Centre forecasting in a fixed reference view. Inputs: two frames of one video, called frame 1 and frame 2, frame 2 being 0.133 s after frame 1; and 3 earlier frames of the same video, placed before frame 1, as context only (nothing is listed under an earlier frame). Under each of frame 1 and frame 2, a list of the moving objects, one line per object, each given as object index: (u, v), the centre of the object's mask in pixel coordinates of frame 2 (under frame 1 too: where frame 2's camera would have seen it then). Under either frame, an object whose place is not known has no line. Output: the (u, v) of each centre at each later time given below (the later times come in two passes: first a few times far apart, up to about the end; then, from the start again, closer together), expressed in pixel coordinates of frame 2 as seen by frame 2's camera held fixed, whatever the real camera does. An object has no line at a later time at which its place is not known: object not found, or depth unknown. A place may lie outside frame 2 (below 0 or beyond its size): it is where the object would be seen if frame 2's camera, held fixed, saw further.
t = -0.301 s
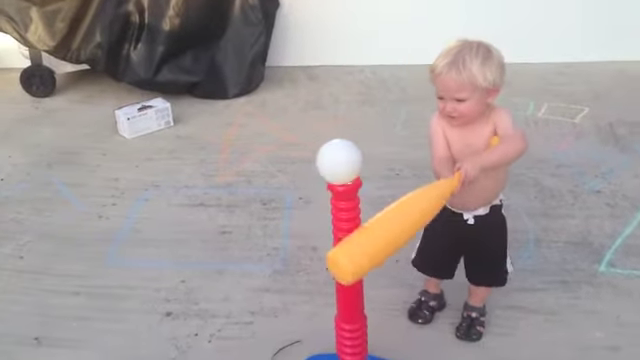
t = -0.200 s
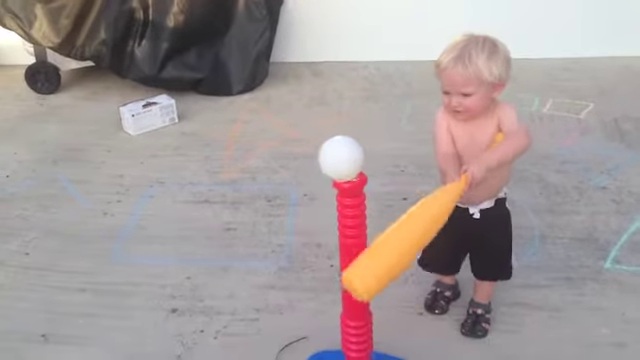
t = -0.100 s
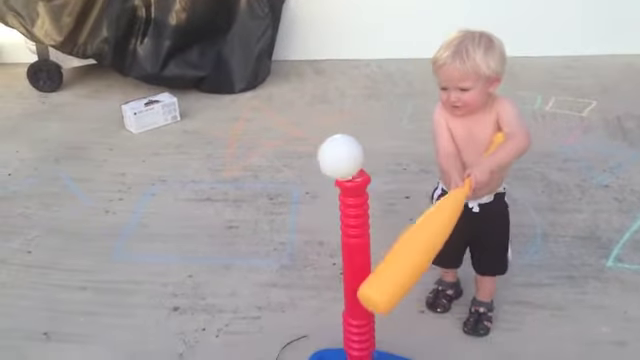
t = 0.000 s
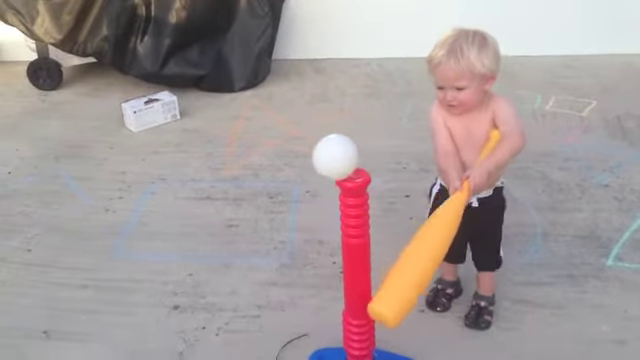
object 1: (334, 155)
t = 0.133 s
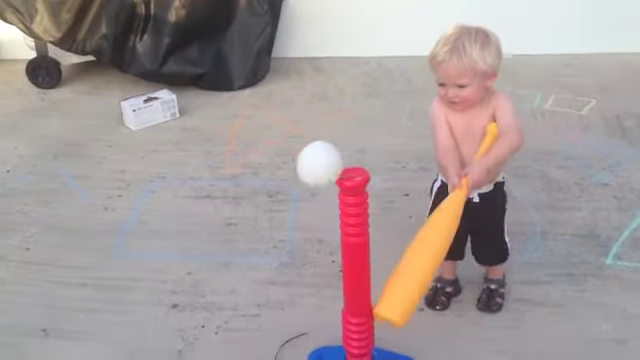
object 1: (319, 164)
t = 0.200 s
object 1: (308, 187)
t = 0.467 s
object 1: (226, 350)
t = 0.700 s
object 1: (97, 323)
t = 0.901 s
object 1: (13, 293)
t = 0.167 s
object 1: (313, 173)
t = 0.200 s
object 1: (308, 187)
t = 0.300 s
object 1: (293, 258)
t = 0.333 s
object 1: (289, 289)
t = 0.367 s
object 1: (285, 325)
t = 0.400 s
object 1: (282, 349)
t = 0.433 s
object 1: (254, 349)
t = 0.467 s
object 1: (226, 350)
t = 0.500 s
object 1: (201, 353)
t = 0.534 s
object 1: (181, 346)
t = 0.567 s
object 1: (162, 339)
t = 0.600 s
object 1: (143, 329)
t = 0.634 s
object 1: (126, 324)
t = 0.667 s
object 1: (111, 322)
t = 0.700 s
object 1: (97, 323)
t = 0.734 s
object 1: (82, 318)
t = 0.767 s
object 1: (66, 306)
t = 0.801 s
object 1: (51, 298)
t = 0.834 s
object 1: (38, 293)
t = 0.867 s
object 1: (25, 291)
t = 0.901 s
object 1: (13, 293)
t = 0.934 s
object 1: (4, 281)
